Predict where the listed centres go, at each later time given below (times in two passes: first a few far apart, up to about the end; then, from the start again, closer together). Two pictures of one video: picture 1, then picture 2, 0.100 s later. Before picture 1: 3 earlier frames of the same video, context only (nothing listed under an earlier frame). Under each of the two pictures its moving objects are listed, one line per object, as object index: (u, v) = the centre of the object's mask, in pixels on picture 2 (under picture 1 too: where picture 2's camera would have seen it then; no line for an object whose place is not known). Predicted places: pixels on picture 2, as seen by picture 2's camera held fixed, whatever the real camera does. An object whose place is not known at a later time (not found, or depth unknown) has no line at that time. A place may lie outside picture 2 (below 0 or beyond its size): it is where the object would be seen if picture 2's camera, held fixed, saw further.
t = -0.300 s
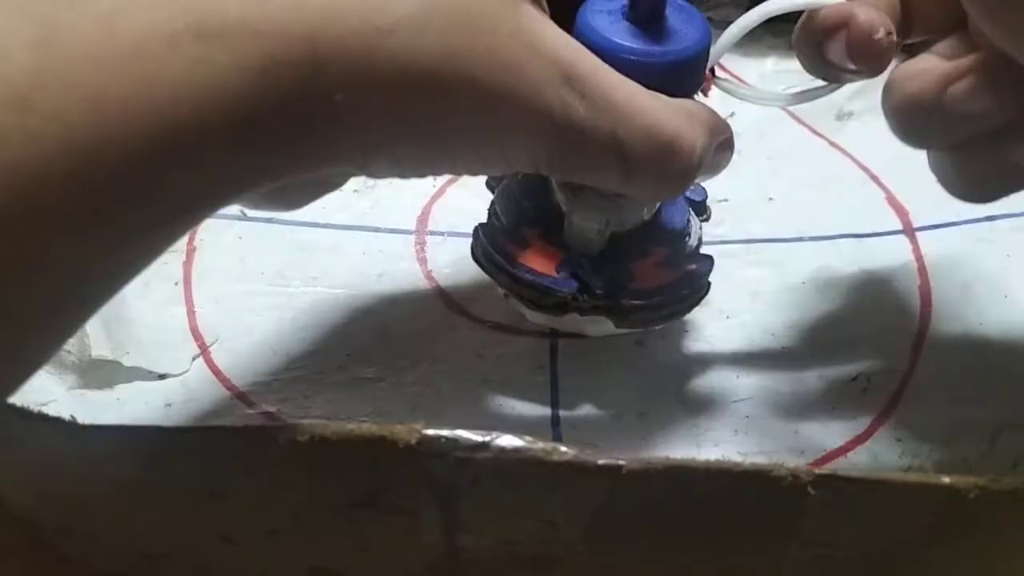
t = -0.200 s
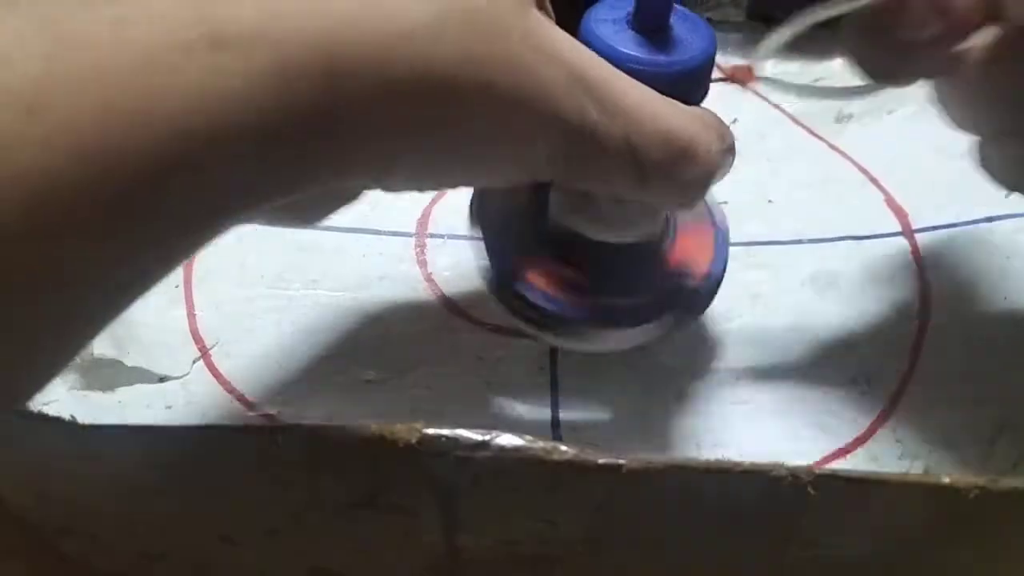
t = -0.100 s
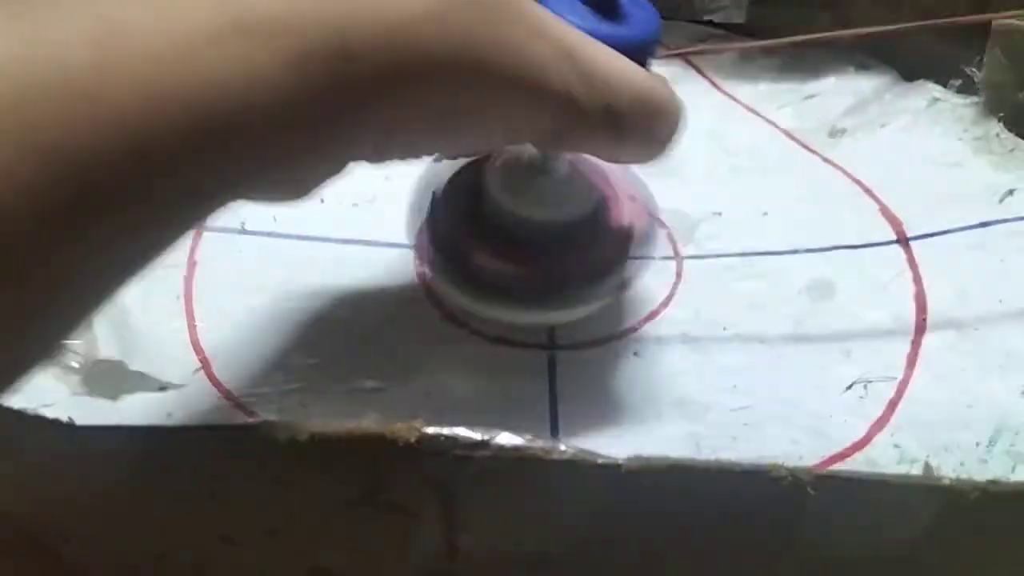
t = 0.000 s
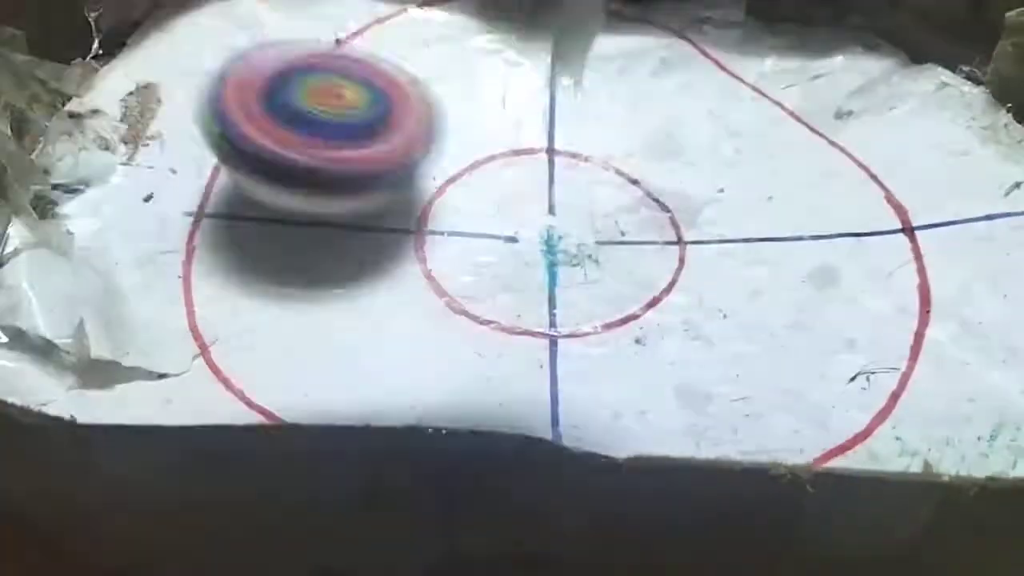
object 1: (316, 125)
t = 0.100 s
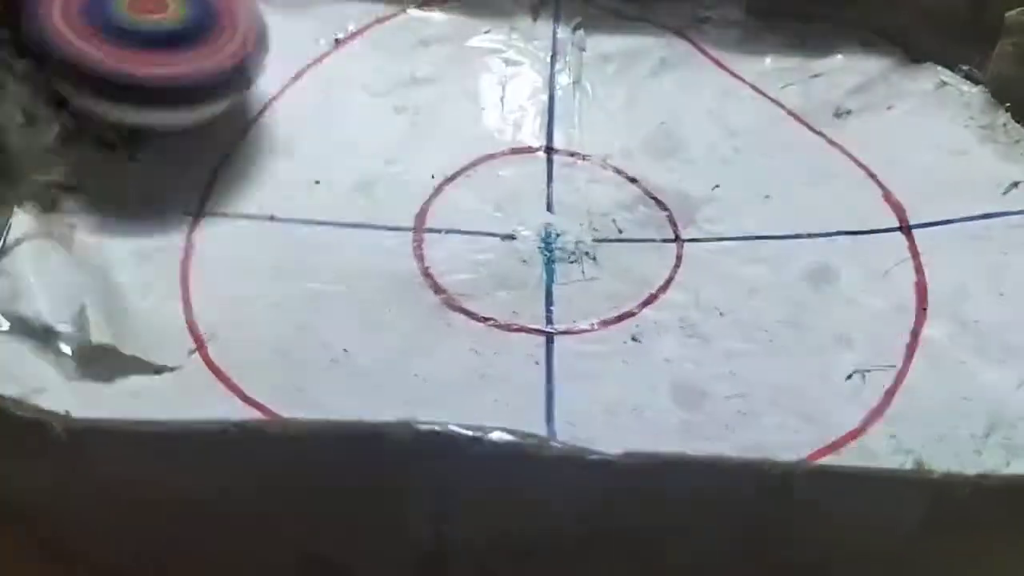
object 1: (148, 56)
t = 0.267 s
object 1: (174, 160)
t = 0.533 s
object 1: (213, 126)
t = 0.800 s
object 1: (161, 122)
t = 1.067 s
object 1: (309, 169)
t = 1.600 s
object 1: (657, 133)
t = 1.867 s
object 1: (684, 113)
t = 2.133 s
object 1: (651, 125)
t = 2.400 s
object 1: (653, 123)
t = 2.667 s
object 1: (598, 145)
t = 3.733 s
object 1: (310, 166)
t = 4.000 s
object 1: (301, 162)
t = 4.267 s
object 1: (301, 160)
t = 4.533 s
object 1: (349, 152)
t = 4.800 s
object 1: (393, 150)
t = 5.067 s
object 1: (391, 151)
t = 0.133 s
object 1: (153, 82)
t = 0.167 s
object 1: (167, 111)
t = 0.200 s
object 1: (169, 131)
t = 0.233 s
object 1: (170, 152)
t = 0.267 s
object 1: (174, 160)
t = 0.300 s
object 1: (178, 167)
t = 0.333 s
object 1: (182, 164)
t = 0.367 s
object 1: (186, 161)
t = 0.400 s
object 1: (196, 153)
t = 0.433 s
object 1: (201, 147)
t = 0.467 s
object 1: (210, 137)
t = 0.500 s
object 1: (211, 132)
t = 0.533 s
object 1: (213, 126)
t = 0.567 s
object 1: (205, 123)
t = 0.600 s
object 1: (201, 117)
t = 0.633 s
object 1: (192, 114)
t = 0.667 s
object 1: (186, 110)
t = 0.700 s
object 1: (178, 113)
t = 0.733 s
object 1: (173, 112)
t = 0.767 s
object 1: (163, 118)
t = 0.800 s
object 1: (161, 122)
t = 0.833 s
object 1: (165, 135)
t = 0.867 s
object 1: (175, 144)
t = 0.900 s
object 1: (188, 152)
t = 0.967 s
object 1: (234, 160)
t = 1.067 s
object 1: (309, 169)
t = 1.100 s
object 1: (337, 175)
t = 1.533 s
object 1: (632, 153)
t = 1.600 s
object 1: (657, 133)
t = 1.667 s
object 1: (677, 116)
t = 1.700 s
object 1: (683, 114)
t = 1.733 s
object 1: (692, 111)
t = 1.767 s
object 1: (698, 111)
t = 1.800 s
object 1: (696, 115)
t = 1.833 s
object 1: (690, 114)
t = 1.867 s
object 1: (684, 113)
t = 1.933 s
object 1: (675, 118)
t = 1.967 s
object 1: (672, 118)
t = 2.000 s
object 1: (670, 120)
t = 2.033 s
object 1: (667, 123)
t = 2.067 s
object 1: (659, 124)
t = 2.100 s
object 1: (655, 123)
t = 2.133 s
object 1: (651, 125)
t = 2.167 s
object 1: (647, 128)
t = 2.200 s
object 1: (646, 129)
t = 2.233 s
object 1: (647, 128)
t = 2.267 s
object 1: (651, 128)
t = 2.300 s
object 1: (653, 127)
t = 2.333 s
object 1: (654, 124)
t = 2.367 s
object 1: (655, 121)
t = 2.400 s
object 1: (653, 123)
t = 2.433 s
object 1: (650, 127)
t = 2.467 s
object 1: (646, 130)
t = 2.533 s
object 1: (641, 132)
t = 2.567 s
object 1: (633, 138)
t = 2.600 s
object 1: (624, 144)
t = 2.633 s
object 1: (610, 146)
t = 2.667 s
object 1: (598, 145)
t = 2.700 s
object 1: (587, 144)
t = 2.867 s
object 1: (527, 163)
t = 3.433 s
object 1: (390, 177)
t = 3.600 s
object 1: (347, 159)
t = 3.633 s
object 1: (338, 161)
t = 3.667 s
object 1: (330, 163)
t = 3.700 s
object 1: (323, 165)
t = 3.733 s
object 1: (310, 166)
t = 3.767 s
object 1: (301, 166)
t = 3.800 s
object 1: (298, 165)
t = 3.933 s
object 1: (298, 160)
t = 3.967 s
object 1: (300, 161)
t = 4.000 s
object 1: (301, 162)
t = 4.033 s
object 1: (302, 163)
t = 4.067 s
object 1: (306, 163)
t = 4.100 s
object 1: (306, 163)
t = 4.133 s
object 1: (304, 162)
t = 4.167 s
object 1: (305, 162)
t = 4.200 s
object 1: (305, 161)
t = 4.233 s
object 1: (299, 161)
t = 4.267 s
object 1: (301, 160)
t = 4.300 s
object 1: (308, 159)
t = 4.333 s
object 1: (312, 158)
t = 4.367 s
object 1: (316, 156)
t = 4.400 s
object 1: (321, 155)
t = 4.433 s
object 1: (327, 155)
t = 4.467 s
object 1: (332, 154)
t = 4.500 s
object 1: (340, 152)
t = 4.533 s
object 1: (349, 152)
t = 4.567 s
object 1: (357, 153)
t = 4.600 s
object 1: (367, 152)
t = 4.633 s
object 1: (375, 152)
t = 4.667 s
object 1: (380, 151)
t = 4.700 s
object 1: (385, 150)
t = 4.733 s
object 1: (390, 150)
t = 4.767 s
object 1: (393, 150)
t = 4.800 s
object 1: (393, 150)
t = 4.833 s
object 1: (392, 151)
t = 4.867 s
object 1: (392, 151)
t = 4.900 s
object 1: (390, 151)
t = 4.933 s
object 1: (390, 151)
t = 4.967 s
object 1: (390, 151)
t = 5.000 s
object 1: (390, 150)
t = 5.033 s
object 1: (391, 150)
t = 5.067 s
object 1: (391, 151)
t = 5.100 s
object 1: (393, 152)
